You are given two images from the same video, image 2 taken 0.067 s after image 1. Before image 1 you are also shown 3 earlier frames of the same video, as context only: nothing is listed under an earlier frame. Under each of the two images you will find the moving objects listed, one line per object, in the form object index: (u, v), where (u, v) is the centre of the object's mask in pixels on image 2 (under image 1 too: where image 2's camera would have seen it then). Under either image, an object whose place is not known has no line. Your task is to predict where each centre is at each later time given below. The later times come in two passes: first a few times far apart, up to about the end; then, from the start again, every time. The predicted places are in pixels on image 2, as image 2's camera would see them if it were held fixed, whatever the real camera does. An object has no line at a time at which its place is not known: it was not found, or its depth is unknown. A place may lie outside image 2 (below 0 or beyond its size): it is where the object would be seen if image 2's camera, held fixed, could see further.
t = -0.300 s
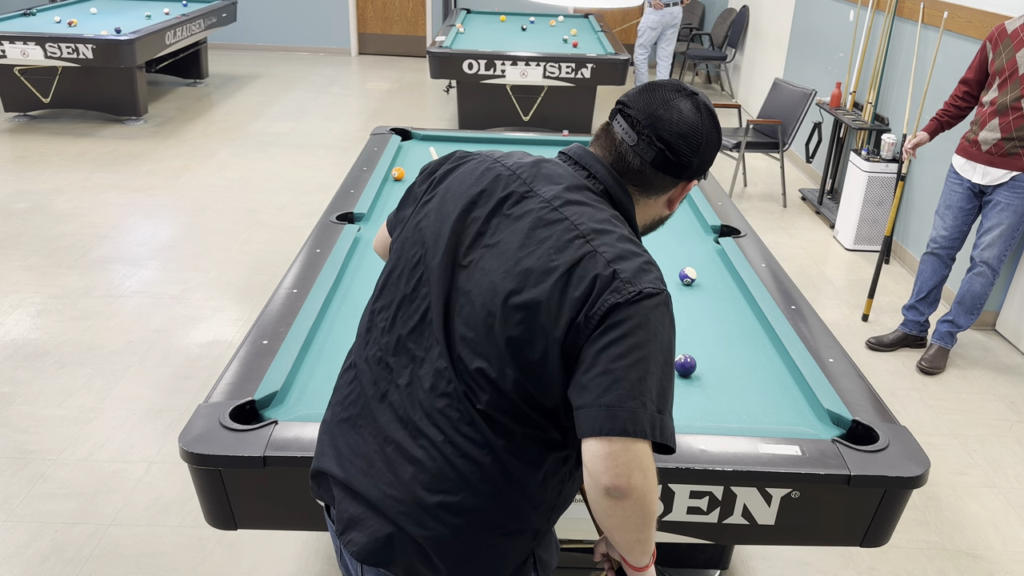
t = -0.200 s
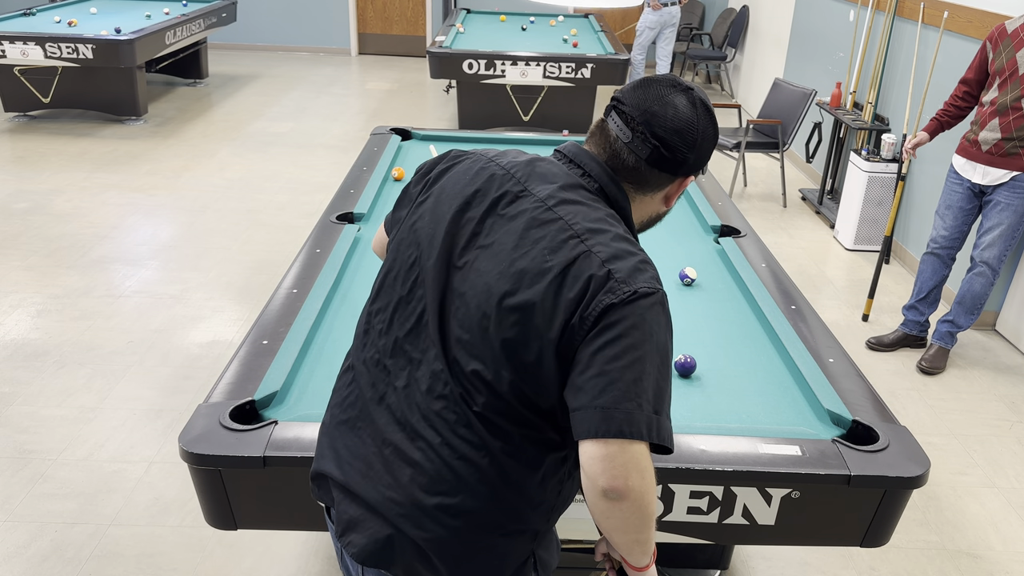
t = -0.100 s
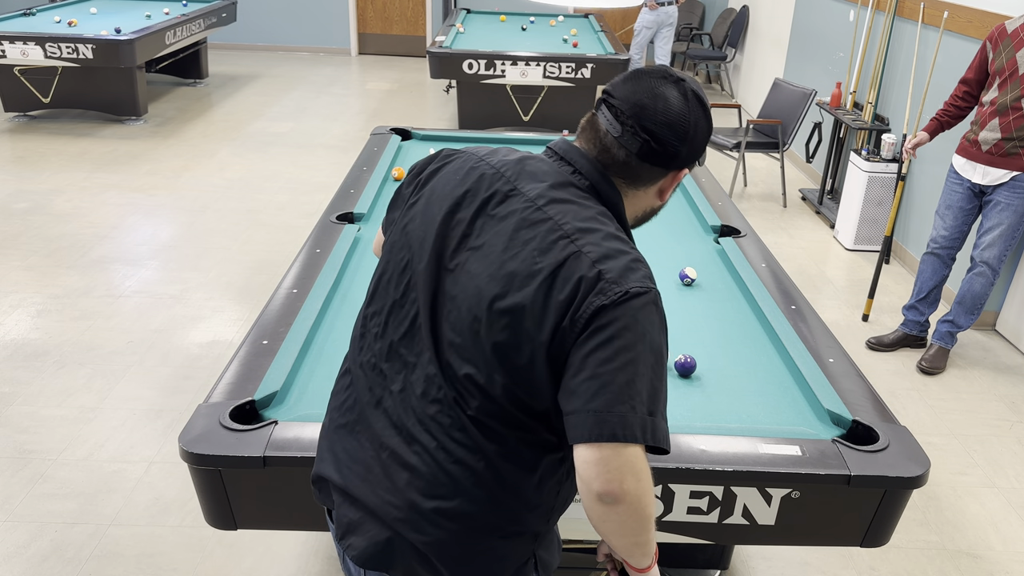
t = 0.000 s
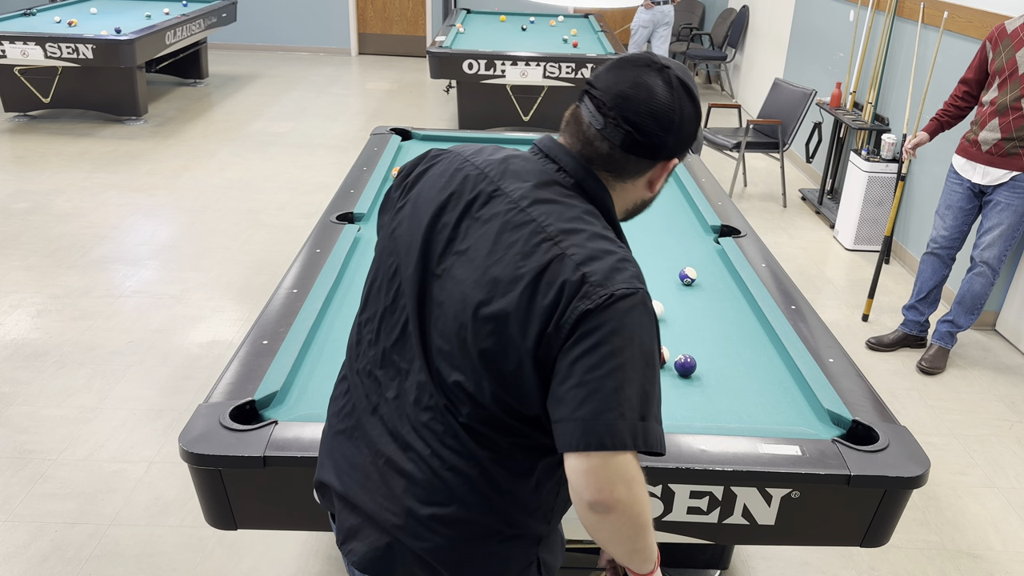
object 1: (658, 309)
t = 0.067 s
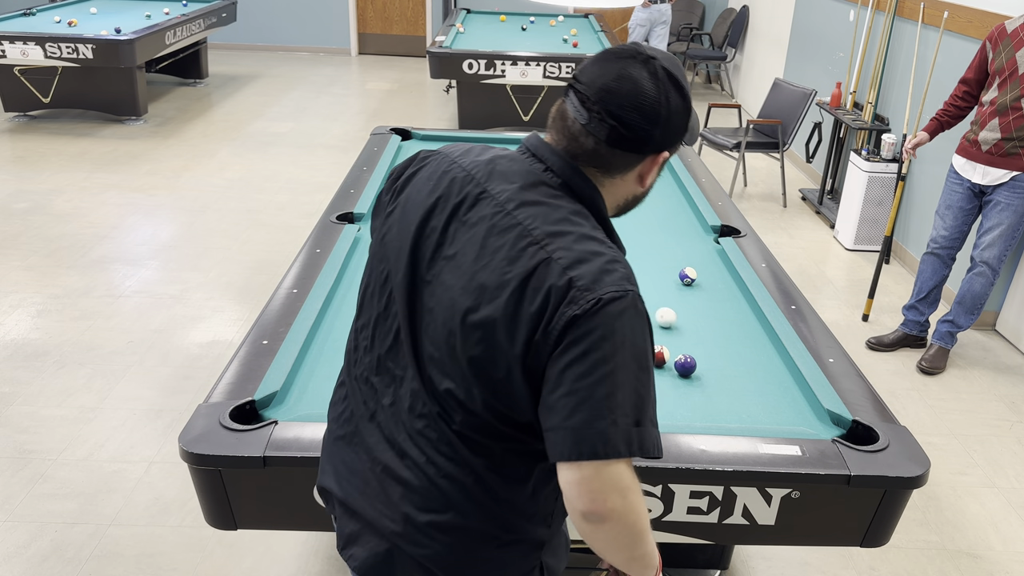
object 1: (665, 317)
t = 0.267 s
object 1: (704, 341)
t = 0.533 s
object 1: (762, 377)
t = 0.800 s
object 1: (812, 415)
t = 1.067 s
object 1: (828, 425)
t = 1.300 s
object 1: (838, 431)
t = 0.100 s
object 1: (671, 321)
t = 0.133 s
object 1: (678, 325)
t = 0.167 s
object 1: (684, 329)
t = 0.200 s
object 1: (691, 333)
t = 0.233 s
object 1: (698, 337)
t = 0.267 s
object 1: (704, 341)
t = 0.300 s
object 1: (711, 345)
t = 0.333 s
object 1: (718, 350)
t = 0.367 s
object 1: (725, 354)
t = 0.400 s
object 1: (732, 359)
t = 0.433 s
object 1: (739, 363)
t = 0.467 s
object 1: (747, 368)
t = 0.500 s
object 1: (754, 372)
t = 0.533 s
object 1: (762, 377)
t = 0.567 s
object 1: (770, 382)
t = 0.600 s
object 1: (777, 387)
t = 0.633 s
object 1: (785, 392)
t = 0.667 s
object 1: (794, 397)
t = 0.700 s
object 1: (802, 402)
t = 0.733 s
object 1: (810, 407)
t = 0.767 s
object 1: (812, 411)
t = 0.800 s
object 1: (812, 415)
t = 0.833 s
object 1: (813, 419)
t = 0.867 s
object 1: (814, 421)
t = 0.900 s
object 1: (815, 424)
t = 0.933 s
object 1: (818, 425)
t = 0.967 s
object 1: (820, 425)
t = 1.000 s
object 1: (823, 425)
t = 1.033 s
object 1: (825, 425)
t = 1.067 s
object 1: (828, 425)
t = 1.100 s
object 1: (829, 425)
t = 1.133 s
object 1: (833, 424)
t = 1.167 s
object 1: (835, 424)
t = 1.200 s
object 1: (835, 425)
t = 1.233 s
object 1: (835, 426)
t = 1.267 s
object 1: (836, 428)
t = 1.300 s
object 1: (838, 431)
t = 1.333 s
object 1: (841, 435)
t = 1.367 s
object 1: (844, 440)
